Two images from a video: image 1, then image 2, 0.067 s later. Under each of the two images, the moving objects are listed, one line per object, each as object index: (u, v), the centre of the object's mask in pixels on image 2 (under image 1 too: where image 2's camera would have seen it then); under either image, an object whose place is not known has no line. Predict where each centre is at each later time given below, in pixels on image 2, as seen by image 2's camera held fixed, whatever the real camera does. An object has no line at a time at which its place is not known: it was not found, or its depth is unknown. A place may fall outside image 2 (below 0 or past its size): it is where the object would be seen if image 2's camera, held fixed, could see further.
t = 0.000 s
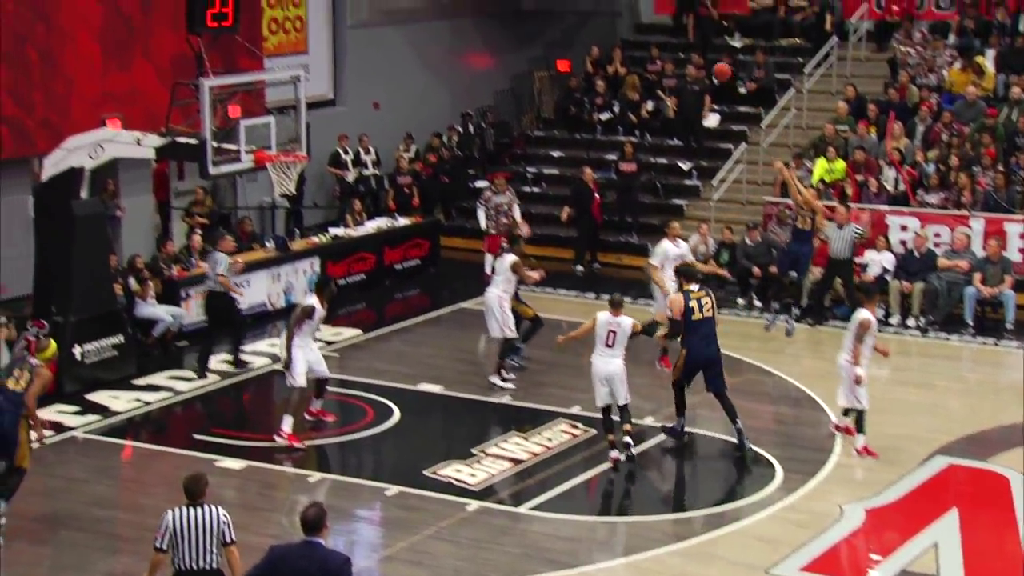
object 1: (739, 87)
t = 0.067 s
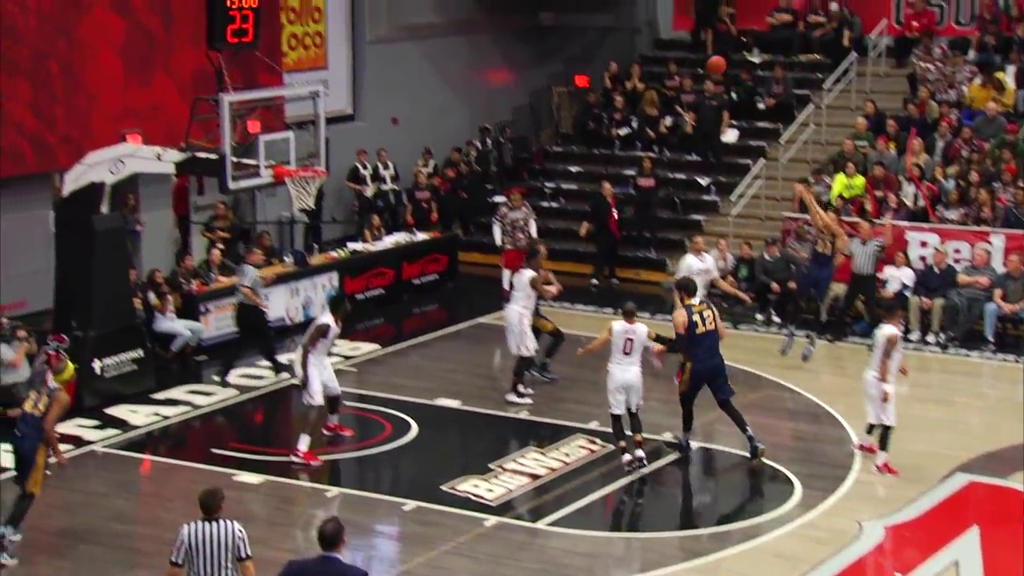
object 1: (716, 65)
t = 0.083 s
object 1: (710, 61)
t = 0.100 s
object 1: (705, 56)
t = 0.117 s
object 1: (699, 52)
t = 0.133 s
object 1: (693, 47)
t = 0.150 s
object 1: (687, 43)
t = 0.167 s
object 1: (682, 39)
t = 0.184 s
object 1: (676, 35)
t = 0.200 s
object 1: (670, 31)
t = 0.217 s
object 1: (664, 26)
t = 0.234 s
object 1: (659, 24)
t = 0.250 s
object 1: (653, 20)
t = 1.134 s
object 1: (300, 177)
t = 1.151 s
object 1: (298, 184)
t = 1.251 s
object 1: (295, 205)
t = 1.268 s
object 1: (296, 208)
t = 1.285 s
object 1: (296, 211)
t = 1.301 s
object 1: (296, 213)
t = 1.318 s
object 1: (297, 216)
